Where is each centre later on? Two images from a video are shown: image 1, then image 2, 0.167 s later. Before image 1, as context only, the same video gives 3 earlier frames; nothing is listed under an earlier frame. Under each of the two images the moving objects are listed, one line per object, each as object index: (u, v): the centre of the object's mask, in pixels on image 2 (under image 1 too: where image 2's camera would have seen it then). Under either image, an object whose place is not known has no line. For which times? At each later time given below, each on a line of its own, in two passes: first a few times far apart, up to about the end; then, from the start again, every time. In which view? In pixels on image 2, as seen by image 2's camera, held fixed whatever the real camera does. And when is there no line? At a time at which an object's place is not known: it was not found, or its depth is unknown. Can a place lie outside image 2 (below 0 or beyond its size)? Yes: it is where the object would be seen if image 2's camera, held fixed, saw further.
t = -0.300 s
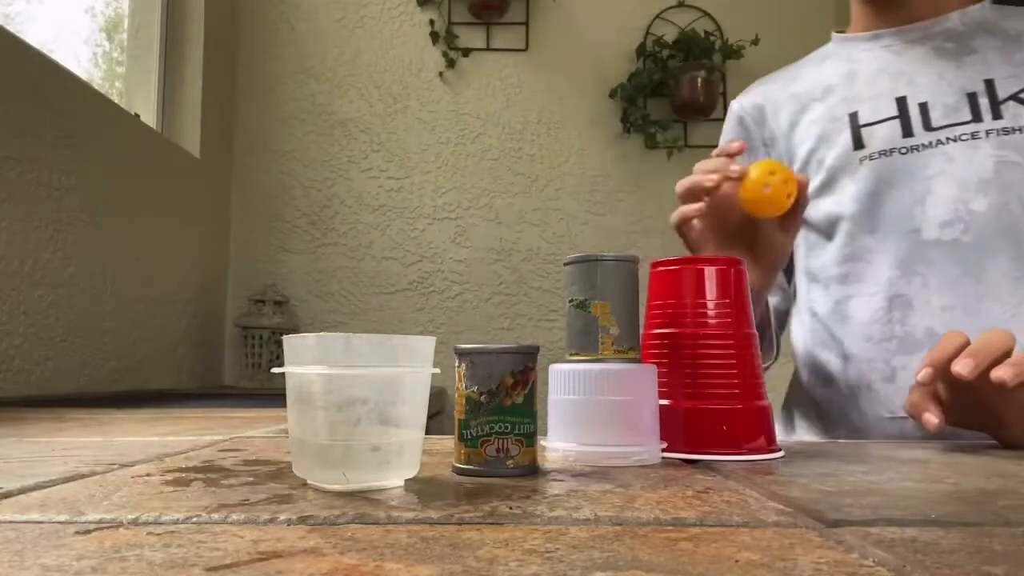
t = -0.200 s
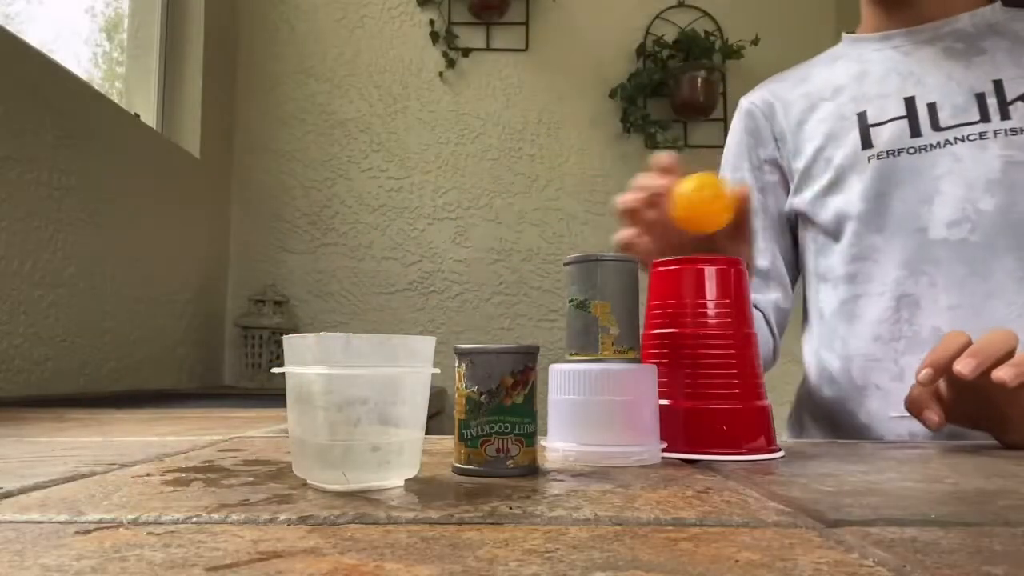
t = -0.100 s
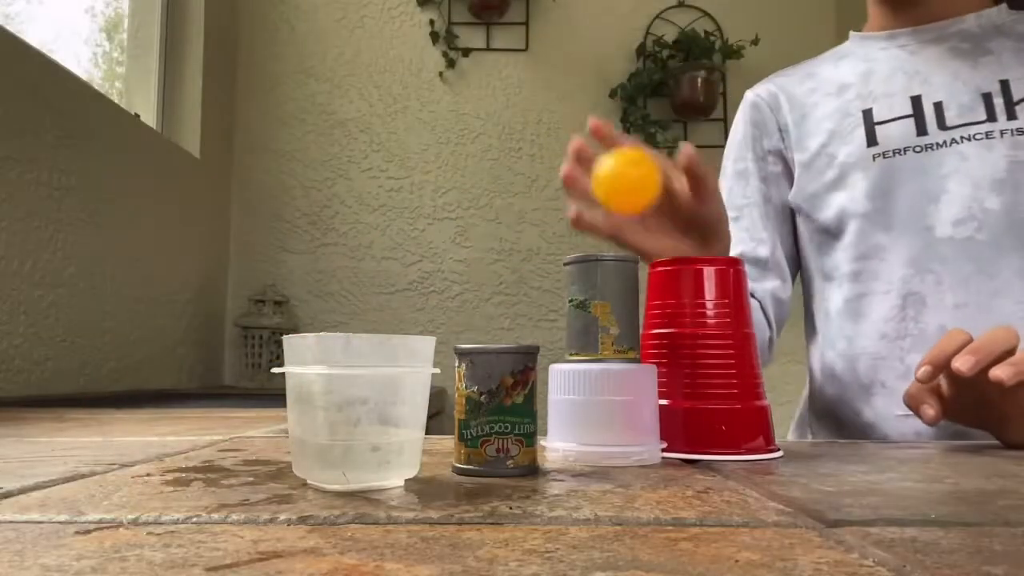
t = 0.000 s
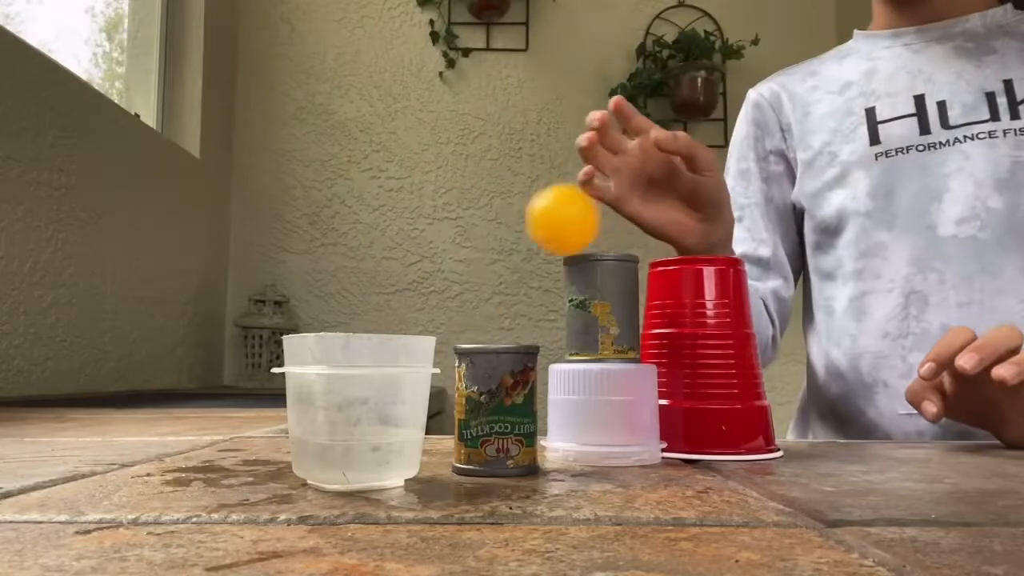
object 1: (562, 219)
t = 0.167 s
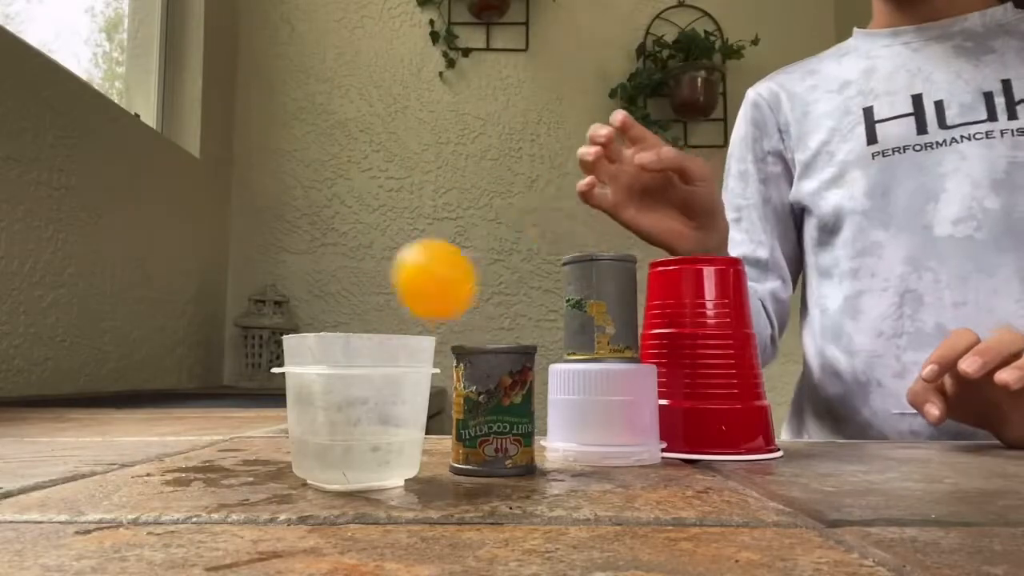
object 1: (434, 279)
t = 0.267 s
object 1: (347, 305)
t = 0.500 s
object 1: (376, 420)
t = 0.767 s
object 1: (375, 425)
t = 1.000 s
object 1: (377, 423)
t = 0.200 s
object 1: (406, 272)
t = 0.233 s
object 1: (377, 285)
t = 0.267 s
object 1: (347, 305)
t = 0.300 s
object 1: (341, 316)
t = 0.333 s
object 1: (363, 391)
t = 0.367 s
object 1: (369, 423)
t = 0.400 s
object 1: (370, 424)
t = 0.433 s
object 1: (375, 421)
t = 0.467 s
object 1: (377, 419)
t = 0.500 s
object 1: (376, 420)
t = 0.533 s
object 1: (374, 423)
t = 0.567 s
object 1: (374, 425)
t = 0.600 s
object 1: (374, 425)
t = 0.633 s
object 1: (374, 426)
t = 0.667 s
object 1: (374, 427)
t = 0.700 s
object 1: (374, 427)
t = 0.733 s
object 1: (375, 425)
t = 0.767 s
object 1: (375, 425)
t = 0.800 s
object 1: (375, 425)
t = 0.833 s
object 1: (377, 423)
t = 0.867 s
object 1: (375, 427)
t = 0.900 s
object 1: (375, 427)
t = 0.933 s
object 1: (375, 427)
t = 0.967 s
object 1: (375, 427)
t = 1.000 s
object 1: (377, 423)
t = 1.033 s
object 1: (375, 427)
